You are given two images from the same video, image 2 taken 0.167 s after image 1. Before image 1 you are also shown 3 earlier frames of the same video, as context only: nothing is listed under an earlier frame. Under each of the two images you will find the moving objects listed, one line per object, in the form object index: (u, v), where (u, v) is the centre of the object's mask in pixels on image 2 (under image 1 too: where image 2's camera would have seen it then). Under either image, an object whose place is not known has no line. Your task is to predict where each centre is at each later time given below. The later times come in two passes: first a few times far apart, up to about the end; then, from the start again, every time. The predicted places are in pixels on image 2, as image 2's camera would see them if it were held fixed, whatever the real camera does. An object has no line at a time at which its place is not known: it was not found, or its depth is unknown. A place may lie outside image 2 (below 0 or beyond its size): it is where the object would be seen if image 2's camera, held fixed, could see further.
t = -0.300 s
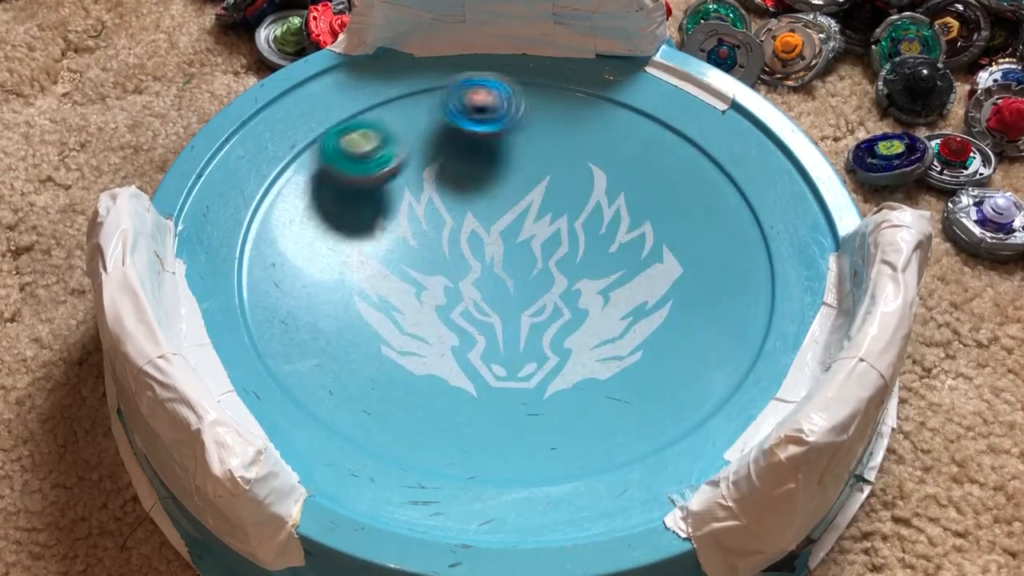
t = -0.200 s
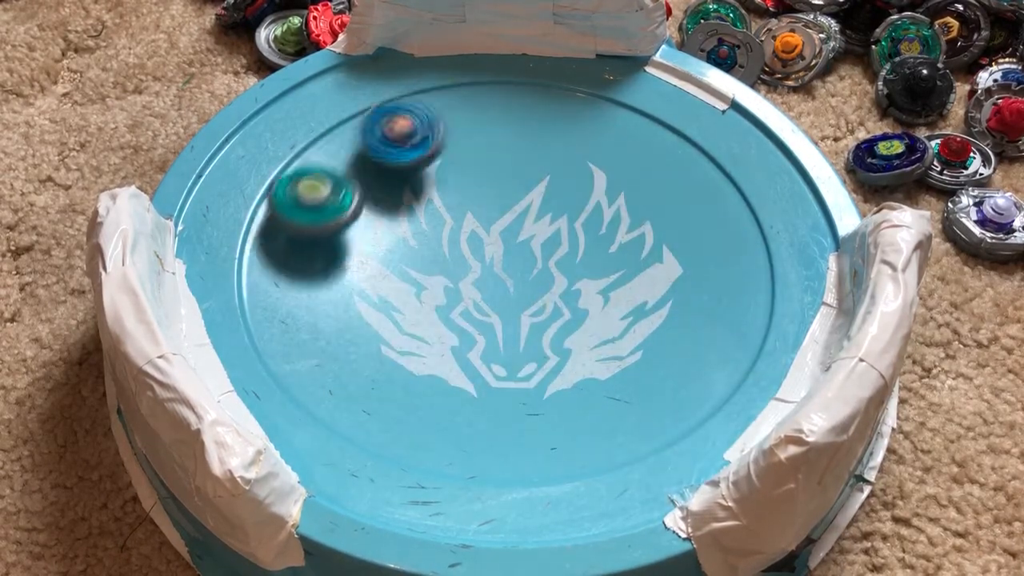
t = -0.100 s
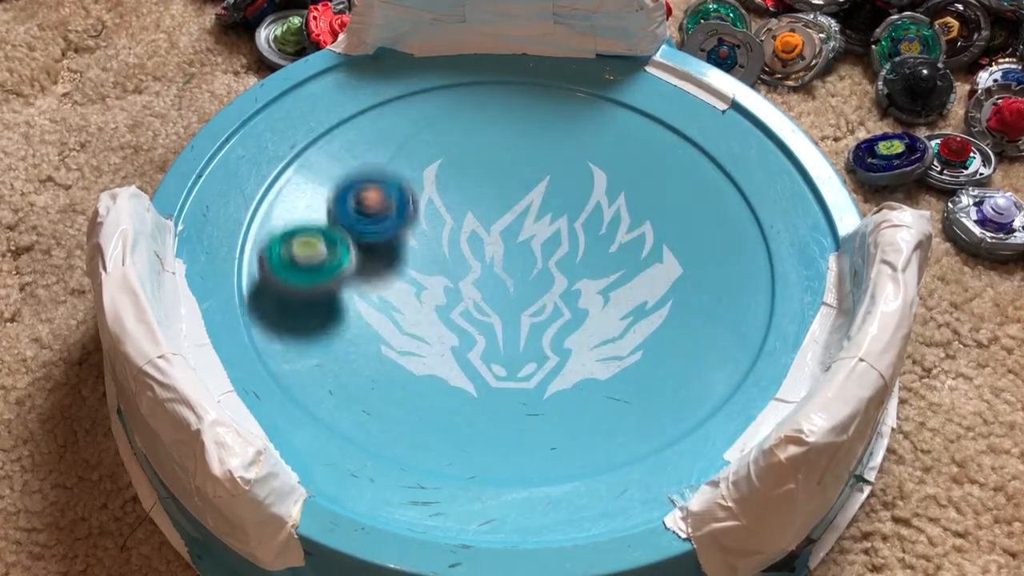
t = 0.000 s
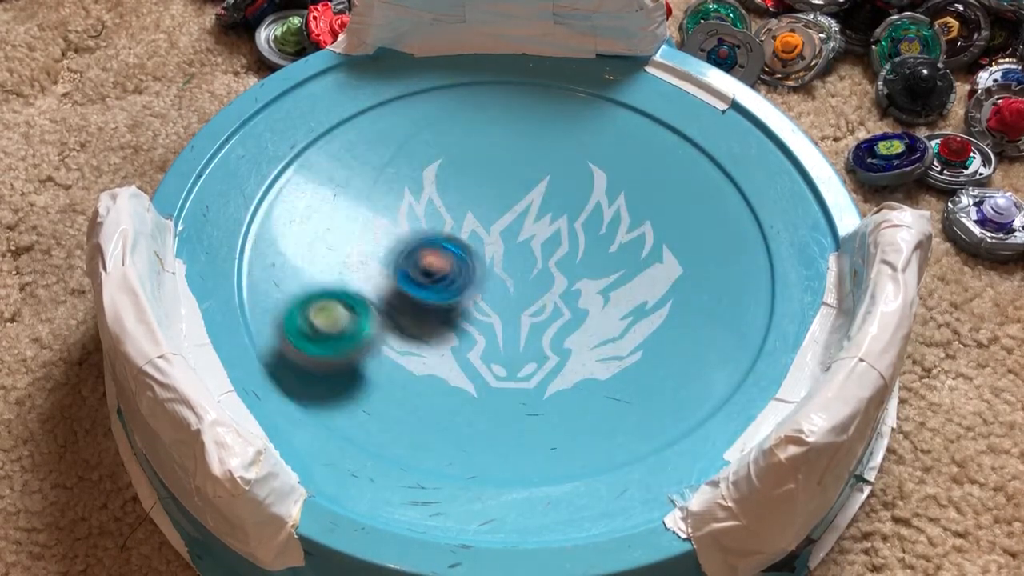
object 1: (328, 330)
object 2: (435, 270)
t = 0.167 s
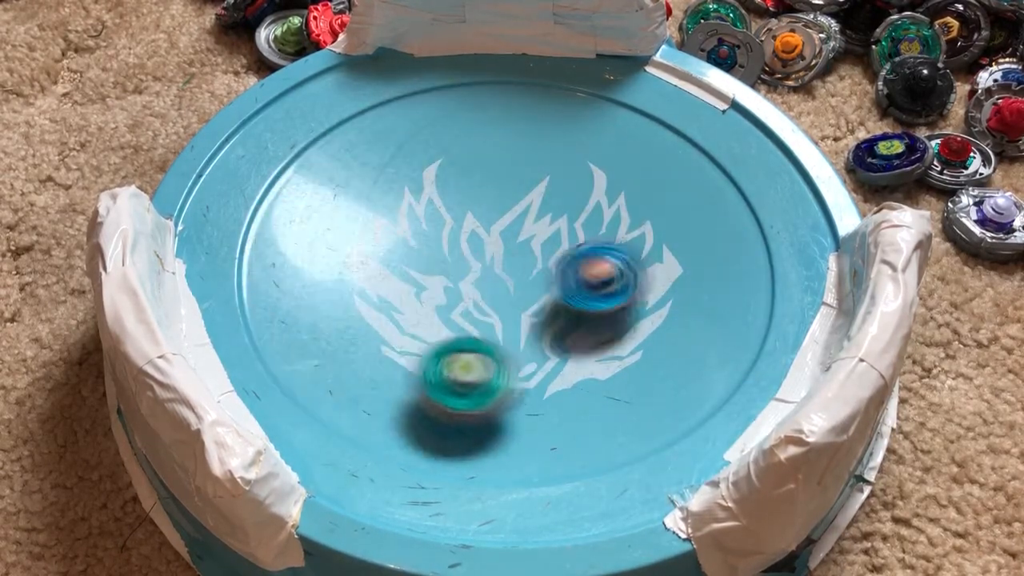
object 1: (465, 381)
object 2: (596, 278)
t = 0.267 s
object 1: (558, 361)
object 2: (656, 221)
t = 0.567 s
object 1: (610, 209)
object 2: (497, 151)
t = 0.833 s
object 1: (497, 164)
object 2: (504, 338)
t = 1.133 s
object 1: (416, 236)
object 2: (751, 272)
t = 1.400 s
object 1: (491, 309)
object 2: (555, 188)
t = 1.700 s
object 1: (612, 277)
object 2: (412, 358)
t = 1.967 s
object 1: (591, 209)
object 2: (636, 391)
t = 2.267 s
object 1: (399, 153)
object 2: (635, 241)
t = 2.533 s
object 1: (244, 227)
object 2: (482, 221)
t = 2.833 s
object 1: (347, 378)
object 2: (477, 372)
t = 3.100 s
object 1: (580, 342)
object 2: (627, 272)
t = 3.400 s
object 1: (602, 198)
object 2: (418, 188)
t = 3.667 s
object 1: (492, 145)
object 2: (388, 331)
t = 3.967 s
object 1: (411, 221)
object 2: (615, 265)
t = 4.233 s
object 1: (498, 301)
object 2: (490, 140)
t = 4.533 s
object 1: (632, 266)
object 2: (399, 283)
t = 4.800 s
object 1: (608, 205)
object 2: (625, 306)
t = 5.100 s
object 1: (513, 220)
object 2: (578, 154)
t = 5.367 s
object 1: (504, 320)
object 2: (391, 207)
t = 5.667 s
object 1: (651, 347)
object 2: (424, 347)
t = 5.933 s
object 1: (806, 205)
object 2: (458, 302)
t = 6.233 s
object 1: (663, 97)
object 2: (415, 293)
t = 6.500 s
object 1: (467, 144)
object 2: (477, 219)
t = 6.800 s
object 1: (327, 154)
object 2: (427, 217)
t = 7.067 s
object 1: (310, 239)
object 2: (495, 260)
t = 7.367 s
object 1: (471, 306)
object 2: (532, 176)
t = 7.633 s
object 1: (596, 245)
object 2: (484, 253)
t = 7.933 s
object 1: (595, 165)
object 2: (633, 262)
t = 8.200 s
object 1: (507, 141)
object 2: (563, 242)
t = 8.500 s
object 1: (451, 235)
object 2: (546, 342)
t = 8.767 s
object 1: (428, 290)
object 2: (661, 283)
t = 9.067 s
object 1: (407, 346)
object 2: (579, 197)
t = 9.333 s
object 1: (509, 363)
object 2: (440, 247)
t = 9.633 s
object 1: (561, 281)
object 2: (472, 349)
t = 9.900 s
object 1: (512, 210)
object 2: (562, 275)
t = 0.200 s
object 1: (497, 378)
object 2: (627, 263)
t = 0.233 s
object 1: (528, 371)
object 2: (646, 243)
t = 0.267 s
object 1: (558, 361)
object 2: (656, 221)
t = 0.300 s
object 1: (579, 348)
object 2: (659, 199)
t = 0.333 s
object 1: (600, 332)
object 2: (654, 177)
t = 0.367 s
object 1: (616, 313)
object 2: (644, 157)
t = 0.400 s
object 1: (627, 293)
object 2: (624, 141)
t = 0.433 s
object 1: (633, 273)
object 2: (603, 131)
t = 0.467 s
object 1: (634, 256)
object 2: (578, 125)
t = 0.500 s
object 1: (629, 237)
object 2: (549, 128)
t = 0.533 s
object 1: (621, 224)
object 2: (522, 136)
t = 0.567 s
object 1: (610, 209)
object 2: (497, 151)
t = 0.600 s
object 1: (598, 196)
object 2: (476, 169)
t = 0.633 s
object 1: (585, 185)
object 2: (460, 190)
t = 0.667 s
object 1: (571, 177)
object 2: (448, 215)
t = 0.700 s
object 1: (558, 173)
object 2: (444, 243)
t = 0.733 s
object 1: (542, 167)
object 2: (449, 268)
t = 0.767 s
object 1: (526, 165)
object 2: (462, 291)
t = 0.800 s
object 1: (511, 163)
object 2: (480, 313)
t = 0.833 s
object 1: (497, 164)
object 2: (504, 338)
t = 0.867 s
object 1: (481, 166)
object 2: (533, 349)
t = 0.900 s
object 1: (468, 170)
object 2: (570, 353)
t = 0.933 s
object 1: (455, 175)
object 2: (607, 356)
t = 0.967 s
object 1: (444, 182)
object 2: (642, 354)
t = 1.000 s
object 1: (434, 192)
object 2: (677, 344)
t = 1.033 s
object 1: (426, 201)
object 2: (707, 332)
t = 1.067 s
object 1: (420, 212)
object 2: (729, 315)
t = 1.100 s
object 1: (417, 224)
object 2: (744, 295)
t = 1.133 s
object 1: (416, 236)
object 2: (751, 272)
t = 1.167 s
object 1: (418, 247)
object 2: (747, 250)
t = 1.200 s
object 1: (422, 259)
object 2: (735, 229)
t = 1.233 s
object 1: (429, 270)
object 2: (714, 212)
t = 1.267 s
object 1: (438, 280)
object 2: (687, 200)
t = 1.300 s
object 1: (448, 289)
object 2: (657, 190)
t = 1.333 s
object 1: (461, 297)
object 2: (624, 185)
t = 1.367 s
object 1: (475, 305)
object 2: (588, 185)
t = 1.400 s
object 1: (491, 309)
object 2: (555, 188)
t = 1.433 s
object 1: (506, 312)
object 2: (522, 197)
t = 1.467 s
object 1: (523, 315)
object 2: (492, 208)
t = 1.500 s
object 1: (539, 315)
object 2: (464, 224)
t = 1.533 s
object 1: (555, 311)
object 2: (441, 244)
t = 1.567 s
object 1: (570, 308)
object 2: (425, 262)
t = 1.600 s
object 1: (583, 303)
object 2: (410, 285)
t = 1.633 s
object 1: (596, 296)
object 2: (403, 309)
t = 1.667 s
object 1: (605, 287)
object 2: (403, 334)
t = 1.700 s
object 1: (612, 277)
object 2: (412, 358)
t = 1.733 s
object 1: (617, 268)
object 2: (429, 380)
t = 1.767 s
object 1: (619, 258)
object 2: (452, 398)
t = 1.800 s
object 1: (620, 247)
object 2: (479, 413)
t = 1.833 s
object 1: (618, 237)
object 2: (510, 422)
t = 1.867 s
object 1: (614, 231)
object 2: (546, 425)
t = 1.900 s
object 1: (608, 223)
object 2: (580, 421)
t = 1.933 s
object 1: (601, 215)
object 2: (612, 408)
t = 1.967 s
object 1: (591, 209)
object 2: (636, 391)
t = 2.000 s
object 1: (581, 203)
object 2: (652, 370)
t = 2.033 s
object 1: (570, 201)
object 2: (660, 345)
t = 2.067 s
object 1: (559, 199)
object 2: (660, 318)
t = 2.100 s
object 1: (548, 199)
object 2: (651, 294)
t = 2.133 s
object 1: (537, 199)
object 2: (638, 268)
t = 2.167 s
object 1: (525, 202)
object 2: (617, 246)
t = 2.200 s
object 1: (493, 189)
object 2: (611, 236)
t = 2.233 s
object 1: (443, 168)
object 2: (628, 240)
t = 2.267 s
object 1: (399, 153)
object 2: (635, 241)
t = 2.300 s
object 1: (362, 145)
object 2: (634, 240)
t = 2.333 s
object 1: (333, 143)
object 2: (626, 235)
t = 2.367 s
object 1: (308, 149)
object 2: (611, 227)
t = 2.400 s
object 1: (290, 160)
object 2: (590, 218)
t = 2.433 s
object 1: (273, 174)
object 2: (564, 213)
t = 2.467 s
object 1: (260, 190)
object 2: (536, 210)
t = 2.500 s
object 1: (249, 209)
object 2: (509, 214)
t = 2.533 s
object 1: (244, 227)
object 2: (482, 221)
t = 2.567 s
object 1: (243, 247)
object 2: (457, 235)
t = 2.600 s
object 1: (245, 269)
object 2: (438, 248)
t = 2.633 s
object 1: (250, 290)
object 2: (424, 264)
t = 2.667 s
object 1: (257, 308)
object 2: (413, 284)
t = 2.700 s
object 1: (268, 325)
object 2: (410, 304)
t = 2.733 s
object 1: (283, 341)
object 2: (416, 327)
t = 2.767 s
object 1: (301, 356)
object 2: (431, 344)
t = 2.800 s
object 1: (322, 368)
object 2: (451, 361)
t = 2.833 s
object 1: (347, 378)
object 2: (477, 372)
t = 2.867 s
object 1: (377, 385)
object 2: (508, 377)
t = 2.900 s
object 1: (409, 390)
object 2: (540, 376)
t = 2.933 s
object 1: (442, 392)
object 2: (568, 369)
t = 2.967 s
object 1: (474, 389)
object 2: (596, 355)
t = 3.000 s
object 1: (508, 382)
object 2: (617, 337)
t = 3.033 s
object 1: (536, 372)
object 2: (628, 316)
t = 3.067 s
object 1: (560, 358)
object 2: (631, 295)
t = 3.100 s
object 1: (580, 342)
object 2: (627, 272)
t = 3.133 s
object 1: (597, 326)
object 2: (616, 248)
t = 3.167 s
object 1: (609, 308)
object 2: (600, 230)
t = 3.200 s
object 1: (618, 292)
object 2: (579, 214)
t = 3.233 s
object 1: (622, 274)
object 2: (553, 198)
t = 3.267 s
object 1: (623, 258)
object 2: (527, 190)
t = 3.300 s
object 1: (620, 242)
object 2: (498, 185)
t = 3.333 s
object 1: (617, 227)
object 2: (471, 182)
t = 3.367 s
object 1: (611, 211)
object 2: (444, 183)
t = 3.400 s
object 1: (602, 198)
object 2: (418, 188)
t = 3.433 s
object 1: (592, 187)
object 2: (394, 199)
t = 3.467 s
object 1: (580, 175)
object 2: (374, 212)
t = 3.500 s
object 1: (568, 167)
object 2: (358, 231)
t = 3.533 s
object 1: (553, 158)
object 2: (349, 252)
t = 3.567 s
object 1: (539, 152)
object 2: (347, 272)
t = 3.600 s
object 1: (523, 148)
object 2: (352, 294)
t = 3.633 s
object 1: (508, 147)
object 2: (366, 314)
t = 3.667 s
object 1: (492, 145)
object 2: (388, 331)
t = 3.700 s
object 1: (476, 147)
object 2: (418, 345)
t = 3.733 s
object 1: (462, 150)
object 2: (449, 353)
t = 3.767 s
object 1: (448, 156)
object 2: (483, 356)
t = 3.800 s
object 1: (437, 164)
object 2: (514, 352)
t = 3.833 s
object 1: (427, 173)
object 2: (546, 341)
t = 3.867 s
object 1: (419, 184)
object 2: (571, 328)
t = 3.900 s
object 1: (413, 195)
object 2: (593, 310)
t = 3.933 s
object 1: (410, 207)
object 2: (607, 288)
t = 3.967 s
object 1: (411, 221)
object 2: (615, 265)
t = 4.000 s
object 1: (413, 234)
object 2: (616, 242)
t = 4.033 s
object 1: (419, 245)
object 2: (611, 220)
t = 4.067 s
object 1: (428, 258)
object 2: (599, 197)
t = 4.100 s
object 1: (437, 269)
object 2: (586, 179)
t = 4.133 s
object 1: (450, 280)
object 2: (566, 164)
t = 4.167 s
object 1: (465, 286)
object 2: (544, 151)
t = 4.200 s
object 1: (480, 295)
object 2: (517, 143)
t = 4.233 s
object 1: (498, 301)
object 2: (490, 140)
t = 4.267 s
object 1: (516, 304)
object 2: (465, 142)
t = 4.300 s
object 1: (536, 306)
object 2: (440, 149)
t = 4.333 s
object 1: (554, 304)
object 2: (417, 161)
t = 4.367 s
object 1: (571, 300)
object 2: (399, 175)
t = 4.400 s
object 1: (587, 297)
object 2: (385, 194)
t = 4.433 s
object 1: (601, 291)
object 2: (378, 215)
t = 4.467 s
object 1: (613, 284)
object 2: (377, 240)
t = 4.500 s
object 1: (623, 276)
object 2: (385, 263)
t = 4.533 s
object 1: (632, 266)
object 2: (399, 283)
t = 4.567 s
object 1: (636, 259)
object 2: (419, 302)
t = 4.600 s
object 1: (639, 247)
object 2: (445, 317)
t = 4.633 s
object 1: (638, 239)
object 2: (474, 329)
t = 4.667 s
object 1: (636, 230)
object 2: (504, 336)
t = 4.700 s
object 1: (631, 223)
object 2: (538, 335)
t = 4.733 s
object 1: (624, 216)
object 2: (568, 331)
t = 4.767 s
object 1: (617, 210)
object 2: (600, 320)
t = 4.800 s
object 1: (608, 205)
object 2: (625, 306)
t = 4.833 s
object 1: (597, 202)
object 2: (646, 291)
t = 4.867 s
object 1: (586, 199)
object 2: (660, 270)
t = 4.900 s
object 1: (575, 198)
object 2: (666, 248)
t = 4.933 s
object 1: (562, 199)
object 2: (666, 227)
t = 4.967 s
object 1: (551, 201)
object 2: (658, 207)
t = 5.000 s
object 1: (540, 206)
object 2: (645, 188)
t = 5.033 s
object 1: (531, 209)
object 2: (627, 173)
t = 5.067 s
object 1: (521, 214)
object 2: (603, 163)
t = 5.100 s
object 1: (513, 220)
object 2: (578, 154)
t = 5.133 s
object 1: (504, 227)
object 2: (552, 153)
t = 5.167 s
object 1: (496, 235)
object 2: (525, 156)
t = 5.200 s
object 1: (490, 243)
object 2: (498, 164)
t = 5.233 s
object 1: (484, 254)
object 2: (475, 174)
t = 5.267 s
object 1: (481, 263)
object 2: (454, 189)
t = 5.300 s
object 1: (480, 272)
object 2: (437, 204)
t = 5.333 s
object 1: (489, 293)
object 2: (414, 207)
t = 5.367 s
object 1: (504, 320)
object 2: (391, 207)
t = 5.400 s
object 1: (521, 343)
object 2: (373, 212)
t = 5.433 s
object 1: (539, 354)
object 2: (360, 222)
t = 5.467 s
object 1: (559, 360)
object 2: (350, 241)
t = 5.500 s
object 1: (578, 363)
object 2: (346, 261)
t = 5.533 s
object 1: (596, 364)
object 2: (349, 281)
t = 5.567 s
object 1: (614, 361)
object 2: (358, 301)
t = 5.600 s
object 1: (628, 358)
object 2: (374, 319)
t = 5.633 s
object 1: (641, 353)
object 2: (396, 335)
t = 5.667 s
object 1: (651, 347)
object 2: (424, 347)
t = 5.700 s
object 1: (659, 341)
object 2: (454, 354)
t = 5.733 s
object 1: (665, 332)
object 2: (485, 356)
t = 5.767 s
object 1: (668, 323)
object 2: (515, 355)
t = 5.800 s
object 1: (668, 314)
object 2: (546, 345)
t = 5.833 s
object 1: (671, 303)
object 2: (564, 333)
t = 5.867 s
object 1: (747, 272)
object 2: (522, 323)
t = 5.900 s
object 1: (786, 239)
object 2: (484, 313)
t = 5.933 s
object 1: (806, 205)
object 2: (458, 302)
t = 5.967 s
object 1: (812, 183)
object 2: (438, 290)
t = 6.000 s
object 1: (811, 159)
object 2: (425, 284)
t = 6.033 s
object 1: (793, 143)
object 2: (414, 281)
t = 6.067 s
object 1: (771, 130)
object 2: (408, 281)
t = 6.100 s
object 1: (752, 121)
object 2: (403, 284)
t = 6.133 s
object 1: (731, 112)
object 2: (402, 286)
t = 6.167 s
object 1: (708, 105)
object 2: (402, 290)
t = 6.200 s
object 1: (687, 100)
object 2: (406, 292)
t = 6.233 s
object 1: (663, 97)
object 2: (415, 293)
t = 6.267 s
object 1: (635, 100)
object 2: (428, 292)
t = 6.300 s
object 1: (608, 102)
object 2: (441, 288)
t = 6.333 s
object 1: (582, 105)
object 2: (455, 281)
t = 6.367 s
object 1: (559, 111)
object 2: (466, 271)
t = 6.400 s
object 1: (533, 117)
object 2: (474, 259)
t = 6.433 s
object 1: (509, 125)
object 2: (479, 244)
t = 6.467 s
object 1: (486, 135)
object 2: (480, 231)
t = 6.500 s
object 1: (467, 144)
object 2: (477, 219)
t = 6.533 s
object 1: (447, 134)
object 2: (474, 216)
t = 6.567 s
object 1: (433, 130)
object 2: (469, 216)
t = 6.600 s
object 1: (418, 130)
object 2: (463, 213)
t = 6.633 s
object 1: (404, 135)
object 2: (457, 210)
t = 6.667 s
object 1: (390, 142)
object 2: (447, 206)
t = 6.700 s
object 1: (372, 142)
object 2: (442, 206)
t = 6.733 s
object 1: (354, 143)
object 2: (438, 211)
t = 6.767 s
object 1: (339, 147)
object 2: (433, 213)
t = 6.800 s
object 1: (327, 154)
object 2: (427, 217)
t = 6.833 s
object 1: (317, 162)
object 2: (422, 223)
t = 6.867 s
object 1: (308, 172)
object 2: (420, 230)
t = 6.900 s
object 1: (302, 181)
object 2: (422, 238)
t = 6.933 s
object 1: (298, 192)
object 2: (428, 248)
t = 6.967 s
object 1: (297, 203)
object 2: (441, 254)
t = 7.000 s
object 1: (299, 214)
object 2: (457, 260)
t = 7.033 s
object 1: (303, 227)
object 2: (476, 261)
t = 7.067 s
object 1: (310, 239)
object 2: (495, 260)
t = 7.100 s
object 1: (319, 252)
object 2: (513, 257)
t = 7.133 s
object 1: (331, 264)
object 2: (529, 250)
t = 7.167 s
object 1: (345, 274)
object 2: (541, 238)
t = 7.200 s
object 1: (361, 283)
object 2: (550, 226)
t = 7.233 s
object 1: (379, 293)
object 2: (555, 215)
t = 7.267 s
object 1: (401, 300)
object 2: (555, 202)
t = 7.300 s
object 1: (424, 305)
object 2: (551, 190)
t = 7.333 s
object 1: (447, 306)
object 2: (543, 181)
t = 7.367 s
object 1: (471, 306)
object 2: (532, 176)
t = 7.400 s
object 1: (493, 304)
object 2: (518, 174)
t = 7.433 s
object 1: (513, 299)
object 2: (504, 177)
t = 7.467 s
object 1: (533, 291)
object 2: (490, 184)
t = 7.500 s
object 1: (550, 283)
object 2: (480, 193)
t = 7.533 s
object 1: (565, 274)
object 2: (473, 206)
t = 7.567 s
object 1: (577, 263)
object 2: (471, 222)
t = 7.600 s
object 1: (587, 255)
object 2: (475, 237)
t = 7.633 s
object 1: (596, 245)
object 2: (484, 253)
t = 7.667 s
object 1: (603, 234)
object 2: (496, 266)
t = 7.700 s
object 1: (608, 223)
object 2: (513, 276)
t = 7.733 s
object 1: (610, 212)
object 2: (533, 285)
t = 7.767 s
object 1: (611, 202)
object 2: (552, 287)
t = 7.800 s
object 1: (610, 192)
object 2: (571, 287)
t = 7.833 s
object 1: (608, 184)
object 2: (590, 285)
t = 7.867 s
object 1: (605, 176)
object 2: (607, 280)
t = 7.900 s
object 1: (601, 169)
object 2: (623, 272)
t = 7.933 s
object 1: (595, 165)
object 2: (633, 262)
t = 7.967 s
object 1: (589, 162)
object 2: (638, 249)
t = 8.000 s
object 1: (582, 160)
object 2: (634, 236)
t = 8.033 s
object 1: (575, 158)
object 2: (625, 224)
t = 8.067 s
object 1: (564, 152)
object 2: (615, 222)
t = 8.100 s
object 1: (548, 141)
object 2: (607, 225)
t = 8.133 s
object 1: (533, 137)
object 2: (593, 229)
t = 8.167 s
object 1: (520, 138)
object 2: (577, 234)
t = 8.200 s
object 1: (507, 141)
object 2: (563, 242)
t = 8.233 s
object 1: (495, 147)
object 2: (550, 252)
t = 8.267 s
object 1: (484, 154)
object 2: (538, 263)
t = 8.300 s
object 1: (473, 163)
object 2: (529, 276)
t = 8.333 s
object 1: (465, 173)
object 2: (524, 288)
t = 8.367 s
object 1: (458, 184)
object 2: (522, 302)
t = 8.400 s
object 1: (454, 196)
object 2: (523, 314)
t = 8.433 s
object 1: (451, 208)
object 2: (528, 326)
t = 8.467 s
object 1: (450, 221)
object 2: (536, 334)
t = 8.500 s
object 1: (451, 235)
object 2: (546, 342)
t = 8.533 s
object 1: (454, 246)
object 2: (560, 344)
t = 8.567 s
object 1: (459, 258)
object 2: (574, 344)
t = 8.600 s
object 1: (465, 269)
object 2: (587, 339)
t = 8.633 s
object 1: (473, 281)
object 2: (595, 330)
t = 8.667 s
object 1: (482, 290)
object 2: (596, 319)
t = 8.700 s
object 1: (491, 298)
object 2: (594, 305)
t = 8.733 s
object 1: (460, 292)
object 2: (631, 293)
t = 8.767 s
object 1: (428, 290)
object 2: (661, 283)
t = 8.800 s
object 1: (405, 290)
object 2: (678, 272)
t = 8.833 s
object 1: (388, 292)
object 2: (683, 259)
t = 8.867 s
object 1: (380, 295)
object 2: (679, 246)
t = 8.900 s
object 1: (377, 299)
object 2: (670, 232)
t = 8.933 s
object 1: (379, 308)
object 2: (656, 220)
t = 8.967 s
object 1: (383, 318)
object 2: (639, 210)
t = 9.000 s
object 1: (390, 329)
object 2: (619, 204)
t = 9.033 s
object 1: (397, 338)
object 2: (598, 199)
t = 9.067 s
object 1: (407, 346)
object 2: (579, 197)
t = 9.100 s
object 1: (417, 354)
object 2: (558, 196)
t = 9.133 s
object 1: (429, 360)
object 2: (539, 198)
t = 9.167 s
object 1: (441, 365)
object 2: (519, 204)
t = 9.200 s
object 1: (454, 368)
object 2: (500, 209)
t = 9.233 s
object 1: (468, 369)
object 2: (482, 217)
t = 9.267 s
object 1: (482, 369)
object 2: (466, 227)
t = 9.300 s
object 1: (496, 367)
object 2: (452, 237)
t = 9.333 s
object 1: (509, 363)
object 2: (440, 247)
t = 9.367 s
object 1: (521, 358)
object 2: (429, 259)
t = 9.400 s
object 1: (532, 352)
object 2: (421, 271)
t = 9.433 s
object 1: (542, 343)
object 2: (416, 285)
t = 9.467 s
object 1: (551, 332)
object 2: (414, 299)
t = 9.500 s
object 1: (556, 323)
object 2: (417, 313)
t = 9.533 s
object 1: (560, 313)
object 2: (425, 324)
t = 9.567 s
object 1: (562, 300)
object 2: (437, 334)
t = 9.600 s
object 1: (562, 291)
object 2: (453, 343)
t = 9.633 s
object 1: (561, 281)
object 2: (472, 349)
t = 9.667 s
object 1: (559, 270)
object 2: (493, 350)
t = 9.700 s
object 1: (555, 259)
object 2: (512, 346)
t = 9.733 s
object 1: (550, 250)
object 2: (530, 339)
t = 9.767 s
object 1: (544, 241)
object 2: (544, 329)
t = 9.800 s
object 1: (537, 233)
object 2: (554, 317)
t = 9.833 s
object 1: (529, 224)
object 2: (561, 304)
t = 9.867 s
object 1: (521, 218)
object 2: (563, 289)
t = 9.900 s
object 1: (512, 210)
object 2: (562, 275)
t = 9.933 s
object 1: (500, 199)
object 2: (563, 267)
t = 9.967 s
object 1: (488, 192)
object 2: (559, 256)
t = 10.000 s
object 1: (477, 187)
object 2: (551, 245)
